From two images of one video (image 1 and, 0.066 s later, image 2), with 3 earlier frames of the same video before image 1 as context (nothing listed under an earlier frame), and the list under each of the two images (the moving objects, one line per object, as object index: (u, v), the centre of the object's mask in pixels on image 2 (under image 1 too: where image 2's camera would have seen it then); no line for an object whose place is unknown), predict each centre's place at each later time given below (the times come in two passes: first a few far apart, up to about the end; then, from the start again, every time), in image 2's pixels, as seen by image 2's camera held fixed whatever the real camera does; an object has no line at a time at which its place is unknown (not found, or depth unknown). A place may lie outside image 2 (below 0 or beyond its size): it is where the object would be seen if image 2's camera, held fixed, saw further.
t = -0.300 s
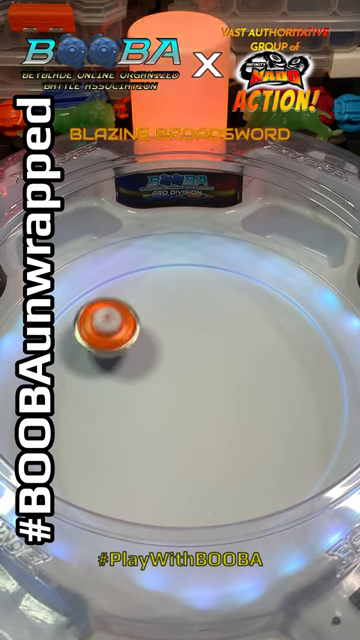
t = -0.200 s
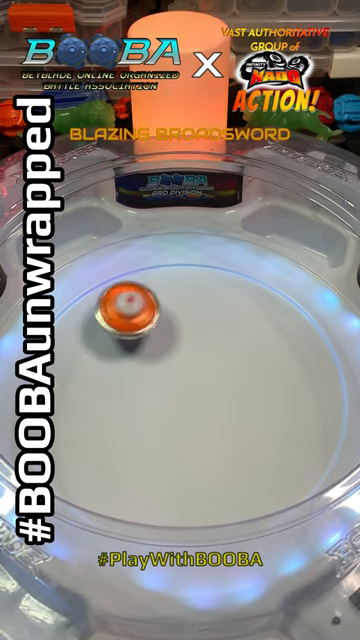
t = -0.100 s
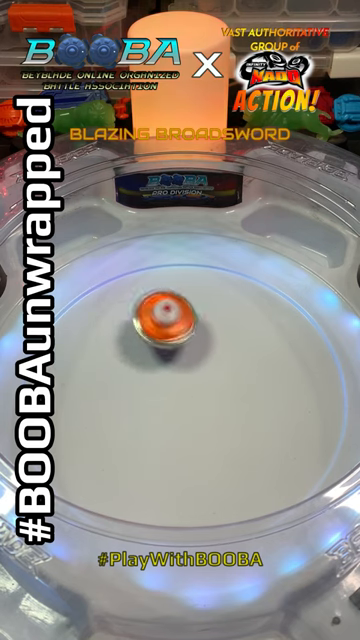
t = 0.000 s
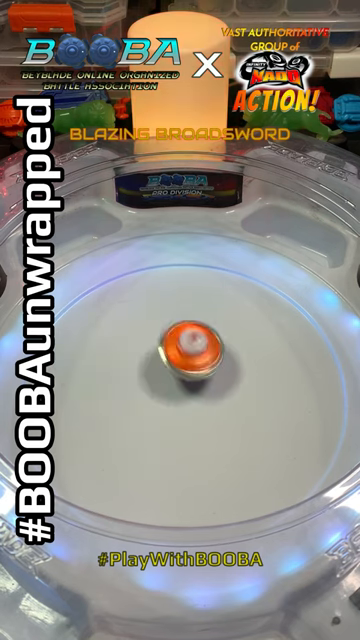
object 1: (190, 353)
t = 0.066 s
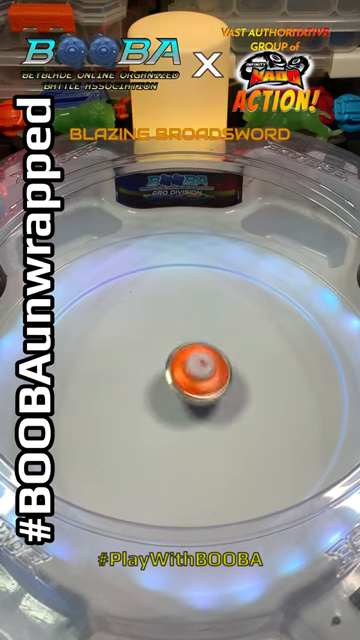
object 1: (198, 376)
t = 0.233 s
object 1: (182, 426)
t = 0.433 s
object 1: (129, 452)
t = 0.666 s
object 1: (106, 400)
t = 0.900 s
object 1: (197, 377)
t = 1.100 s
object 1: (251, 408)
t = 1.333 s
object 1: (245, 457)
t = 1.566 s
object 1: (174, 408)
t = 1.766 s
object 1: (193, 351)
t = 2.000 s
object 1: (244, 324)
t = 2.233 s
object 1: (262, 374)
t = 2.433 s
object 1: (182, 396)
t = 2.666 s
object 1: (128, 354)
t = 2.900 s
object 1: (145, 309)
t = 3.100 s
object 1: (198, 347)
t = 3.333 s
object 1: (183, 416)
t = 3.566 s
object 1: (124, 444)
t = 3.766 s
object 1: (97, 404)
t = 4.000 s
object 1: (182, 371)
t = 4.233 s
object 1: (241, 402)
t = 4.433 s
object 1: (255, 444)
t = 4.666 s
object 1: (180, 432)
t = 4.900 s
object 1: (183, 360)
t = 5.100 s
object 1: (219, 327)
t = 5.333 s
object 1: (266, 347)
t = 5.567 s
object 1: (201, 398)
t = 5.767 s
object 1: (140, 379)
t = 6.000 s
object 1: (119, 333)
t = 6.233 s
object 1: (180, 331)
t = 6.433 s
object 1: (201, 394)
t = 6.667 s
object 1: (166, 442)
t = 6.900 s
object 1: (108, 433)
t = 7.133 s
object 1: (160, 375)
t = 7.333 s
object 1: (223, 376)
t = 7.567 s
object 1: (269, 410)
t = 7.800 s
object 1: (216, 440)
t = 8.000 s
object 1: (171, 388)
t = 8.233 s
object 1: (186, 332)
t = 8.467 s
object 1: (233, 317)
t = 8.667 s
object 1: (230, 373)
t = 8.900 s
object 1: (157, 401)
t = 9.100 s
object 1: (111, 378)
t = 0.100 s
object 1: (198, 388)
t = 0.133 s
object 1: (196, 399)
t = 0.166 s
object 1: (193, 409)
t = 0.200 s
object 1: (188, 418)
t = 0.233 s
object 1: (182, 426)
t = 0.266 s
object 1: (174, 432)
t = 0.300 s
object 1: (166, 439)
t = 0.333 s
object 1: (158, 446)
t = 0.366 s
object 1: (148, 449)
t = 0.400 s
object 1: (139, 451)
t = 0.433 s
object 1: (129, 452)
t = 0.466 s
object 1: (119, 451)
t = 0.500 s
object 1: (110, 447)
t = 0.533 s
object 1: (101, 441)
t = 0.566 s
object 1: (96, 432)
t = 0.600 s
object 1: (94, 419)
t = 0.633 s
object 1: (98, 408)
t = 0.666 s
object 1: (106, 400)
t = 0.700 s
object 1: (118, 388)
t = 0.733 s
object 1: (131, 382)
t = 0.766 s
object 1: (145, 377)
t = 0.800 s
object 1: (159, 375)
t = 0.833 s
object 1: (173, 373)
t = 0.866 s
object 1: (186, 374)
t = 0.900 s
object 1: (197, 377)
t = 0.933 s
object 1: (208, 380)
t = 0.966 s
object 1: (218, 384)
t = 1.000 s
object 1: (227, 389)
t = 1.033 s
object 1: (235, 395)
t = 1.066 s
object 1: (243, 400)
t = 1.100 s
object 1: (251, 408)
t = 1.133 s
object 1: (256, 413)
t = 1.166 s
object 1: (261, 419)
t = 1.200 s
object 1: (264, 427)
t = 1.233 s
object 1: (264, 435)
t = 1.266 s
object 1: (261, 443)
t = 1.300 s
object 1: (255, 451)
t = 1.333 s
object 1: (245, 457)
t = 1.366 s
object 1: (232, 460)
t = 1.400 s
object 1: (218, 459)
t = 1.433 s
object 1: (204, 453)
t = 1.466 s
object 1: (192, 444)
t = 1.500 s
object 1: (183, 433)
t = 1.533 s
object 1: (178, 422)
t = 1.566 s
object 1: (174, 408)
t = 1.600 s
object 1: (174, 397)
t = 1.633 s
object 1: (174, 384)
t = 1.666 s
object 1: (177, 374)
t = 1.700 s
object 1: (182, 366)
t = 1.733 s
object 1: (187, 358)
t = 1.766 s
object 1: (193, 351)
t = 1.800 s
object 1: (199, 345)
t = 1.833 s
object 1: (206, 339)
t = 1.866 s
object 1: (213, 334)
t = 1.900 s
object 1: (220, 330)
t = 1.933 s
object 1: (228, 326)
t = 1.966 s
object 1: (236, 324)
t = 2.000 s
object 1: (244, 324)
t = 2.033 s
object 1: (253, 324)
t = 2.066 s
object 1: (260, 328)
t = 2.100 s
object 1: (267, 334)
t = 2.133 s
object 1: (273, 343)
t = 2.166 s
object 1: (273, 353)
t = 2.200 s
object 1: (269, 364)
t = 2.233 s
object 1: (262, 374)
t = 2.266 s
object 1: (251, 383)
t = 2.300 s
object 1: (239, 390)
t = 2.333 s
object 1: (224, 395)
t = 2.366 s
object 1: (210, 397)
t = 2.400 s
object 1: (194, 397)
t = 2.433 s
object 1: (182, 396)
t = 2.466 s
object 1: (171, 393)
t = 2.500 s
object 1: (161, 388)
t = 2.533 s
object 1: (151, 382)
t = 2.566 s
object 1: (144, 377)
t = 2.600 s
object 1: (137, 369)
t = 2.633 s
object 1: (132, 362)
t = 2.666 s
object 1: (128, 354)
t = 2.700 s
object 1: (125, 347)
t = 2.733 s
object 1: (124, 340)
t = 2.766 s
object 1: (124, 332)
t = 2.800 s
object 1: (125, 325)
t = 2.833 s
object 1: (129, 318)
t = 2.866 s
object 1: (136, 313)
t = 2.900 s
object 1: (145, 309)
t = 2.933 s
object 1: (154, 309)
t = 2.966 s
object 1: (166, 311)
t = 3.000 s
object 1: (176, 317)
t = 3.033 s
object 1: (185, 325)
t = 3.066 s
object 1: (193, 335)
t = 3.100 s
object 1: (198, 347)
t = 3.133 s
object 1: (202, 358)
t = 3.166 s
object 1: (203, 370)
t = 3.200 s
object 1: (202, 381)
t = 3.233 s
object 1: (200, 391)
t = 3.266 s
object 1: (195, 400)
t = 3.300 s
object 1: (190, 409)
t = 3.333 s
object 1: (183, 416)
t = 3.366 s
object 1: (176, 423)
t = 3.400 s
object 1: (169, 429)
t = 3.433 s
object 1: (160, 434)
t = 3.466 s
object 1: (152, 438)
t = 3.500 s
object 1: (143, 442)
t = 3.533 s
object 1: (134, 444)
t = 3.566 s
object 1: (124, 444)
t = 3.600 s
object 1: (115, 441)
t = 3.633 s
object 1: (107, 439)
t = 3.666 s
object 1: (100, 431)
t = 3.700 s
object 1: (95, 422)
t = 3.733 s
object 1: (93, 412)
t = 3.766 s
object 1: (97, 404)
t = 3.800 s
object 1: (105, 394)
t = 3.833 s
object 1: (117, 383)
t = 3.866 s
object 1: (129, 377)
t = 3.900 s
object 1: (143, 374)
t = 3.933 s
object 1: (157, 371)
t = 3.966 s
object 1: (170, 370)
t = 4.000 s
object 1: (182, 371)
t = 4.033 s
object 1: (193, 374)
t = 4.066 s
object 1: (203, 377)
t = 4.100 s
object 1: (212, 381)
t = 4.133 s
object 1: (220, 385)
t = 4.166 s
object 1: (228, 390)
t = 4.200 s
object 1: (235, 397)
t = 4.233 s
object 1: (241, 402)
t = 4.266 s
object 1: (248, 408)
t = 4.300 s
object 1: (253, 415)
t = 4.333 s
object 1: (257, 423)
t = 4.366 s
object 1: (258, 429)
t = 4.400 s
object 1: (258, 437)
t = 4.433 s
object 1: (255, 444)
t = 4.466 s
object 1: (248, 452)
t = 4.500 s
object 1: (239, 458)
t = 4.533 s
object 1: (226, 459)
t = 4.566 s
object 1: (212, 457)
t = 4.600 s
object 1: (199, 452)
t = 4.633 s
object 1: (188, 442)
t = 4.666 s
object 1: (180, 432)
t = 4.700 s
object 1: (175, 422)
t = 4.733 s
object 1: (172, 408)
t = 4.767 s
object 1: (172, 399)
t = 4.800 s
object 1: (172, 388)
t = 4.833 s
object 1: (174, 376)
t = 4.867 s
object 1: (178, 368)
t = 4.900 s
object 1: (183, 360)
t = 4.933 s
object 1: (187, 353)
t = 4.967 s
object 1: (193, 347)
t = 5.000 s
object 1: (199, 341)
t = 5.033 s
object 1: (206, 336)
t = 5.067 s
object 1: (212, 331)
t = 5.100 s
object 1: (219, 327)
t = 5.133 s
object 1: (226, 325)
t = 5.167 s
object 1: (234, 324)
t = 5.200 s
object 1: (243, 324)
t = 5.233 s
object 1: (251, 326)
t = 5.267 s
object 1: (258, 330)
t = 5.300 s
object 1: (263, 337)
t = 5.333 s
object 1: (266, 347)
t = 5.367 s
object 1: (265, 357)
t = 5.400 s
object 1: (259, 368)
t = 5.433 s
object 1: (251, 377)
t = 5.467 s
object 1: (241, 386)
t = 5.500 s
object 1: (228, 392)
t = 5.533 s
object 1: (214, 396)
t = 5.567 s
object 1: (201, 398)
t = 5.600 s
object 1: (188, 397)
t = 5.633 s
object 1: (177, 396)
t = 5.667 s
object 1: (166, 393)
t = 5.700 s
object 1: (157, 390)
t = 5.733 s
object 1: (149, 385)
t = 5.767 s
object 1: (140, 379)
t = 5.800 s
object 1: (134, 373)
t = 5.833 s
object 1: (130, 367)
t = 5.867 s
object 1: (124, 361)
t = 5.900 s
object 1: (120, 353)
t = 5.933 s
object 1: (119, 346)
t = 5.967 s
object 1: (118, 340)
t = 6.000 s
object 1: (119, 333)
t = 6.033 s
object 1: (123, 324)
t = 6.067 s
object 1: (130, 321)
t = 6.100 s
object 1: (139, 316)
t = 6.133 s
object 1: (149, 316)
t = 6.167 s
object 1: (160, 320)
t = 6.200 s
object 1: (170, 324)
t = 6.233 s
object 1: (180, 331)
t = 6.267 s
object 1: (187, 343)
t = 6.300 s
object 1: (194, 352)
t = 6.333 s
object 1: (197, 362)
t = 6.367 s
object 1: (200, 374)
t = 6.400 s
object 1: (201, 384)
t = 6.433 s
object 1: (201, 394)
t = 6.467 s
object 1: (198, 403)
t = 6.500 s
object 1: (195, 409)
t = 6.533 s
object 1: (190, 419)
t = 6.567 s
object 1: (186, 424)
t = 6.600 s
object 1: (179, 431)
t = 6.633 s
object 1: (173, 437)
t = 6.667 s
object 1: (166, 442)
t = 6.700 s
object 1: (158, 447)
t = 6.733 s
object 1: (149, 450)
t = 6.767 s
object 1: (140, 451)
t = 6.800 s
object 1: (130, 450)
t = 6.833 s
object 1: (121, 447)
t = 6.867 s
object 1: (113, 441)
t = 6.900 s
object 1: (108, 433)
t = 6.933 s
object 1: (106, 422)
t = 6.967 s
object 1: (109, 412)
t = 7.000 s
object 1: (115, 401)
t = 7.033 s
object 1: (125, 395)
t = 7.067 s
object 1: (136, 385)
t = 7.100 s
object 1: (148, 379)
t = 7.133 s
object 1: (160, 375)
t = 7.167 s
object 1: (172, 373)
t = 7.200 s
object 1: (183, 371)
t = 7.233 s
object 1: (194, 371)
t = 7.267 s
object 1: (205, 372)
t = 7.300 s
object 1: (214, 374)
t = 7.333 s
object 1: (223, 376)
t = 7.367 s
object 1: (232, 379)
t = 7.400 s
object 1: (240, 383)
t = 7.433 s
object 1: (248, 387)
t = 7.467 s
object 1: (255, 394)
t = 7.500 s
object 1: (261, 400)
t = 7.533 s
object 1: (265, 403)
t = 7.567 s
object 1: (269, 410)
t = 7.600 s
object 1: (271, 417)
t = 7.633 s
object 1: (269, 425)
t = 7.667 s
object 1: (264, 433)
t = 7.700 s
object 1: (255, 440)
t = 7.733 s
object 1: (244, 443)
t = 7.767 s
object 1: (230, 443)
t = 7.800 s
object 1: (216, 440)
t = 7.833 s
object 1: (204, 434)
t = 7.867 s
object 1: (194, 428)
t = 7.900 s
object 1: (186, 418)
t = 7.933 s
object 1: (179, 408)
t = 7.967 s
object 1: (174, 398)
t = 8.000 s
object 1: (171, 388)
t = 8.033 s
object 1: (170, 378)
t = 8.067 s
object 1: (170, 370)
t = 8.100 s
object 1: (172, 361)
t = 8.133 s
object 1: (174, 352)
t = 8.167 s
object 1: (177, 344)
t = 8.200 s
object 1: (182, 339)
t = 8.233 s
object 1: (186, 332)
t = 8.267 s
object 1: (191, 326)
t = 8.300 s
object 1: (196, 321)
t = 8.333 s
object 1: (203, 319)
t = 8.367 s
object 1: (209, 314)
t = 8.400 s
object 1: (217, 313)
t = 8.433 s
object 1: (224, 314)
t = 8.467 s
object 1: (233, 317)
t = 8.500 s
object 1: (239, 323)
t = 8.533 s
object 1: (243, 332)
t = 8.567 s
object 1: (245, 342)
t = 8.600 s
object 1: (243, 353)
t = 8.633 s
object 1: (238, 363)
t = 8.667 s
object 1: (230, 373)
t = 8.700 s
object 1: (221, 382)
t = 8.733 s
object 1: (211, 389)
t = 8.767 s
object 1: (200, 394)
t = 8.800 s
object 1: (189, 398)
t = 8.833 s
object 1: (178, 401)
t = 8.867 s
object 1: (168, 402)
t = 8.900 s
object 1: (157, 401)
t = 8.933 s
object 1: (148, 400)
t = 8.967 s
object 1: (140, 397)
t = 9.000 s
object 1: (132, 394)
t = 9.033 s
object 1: (124, 390)
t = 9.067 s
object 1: (117, 386)
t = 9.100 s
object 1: (111, 378)
